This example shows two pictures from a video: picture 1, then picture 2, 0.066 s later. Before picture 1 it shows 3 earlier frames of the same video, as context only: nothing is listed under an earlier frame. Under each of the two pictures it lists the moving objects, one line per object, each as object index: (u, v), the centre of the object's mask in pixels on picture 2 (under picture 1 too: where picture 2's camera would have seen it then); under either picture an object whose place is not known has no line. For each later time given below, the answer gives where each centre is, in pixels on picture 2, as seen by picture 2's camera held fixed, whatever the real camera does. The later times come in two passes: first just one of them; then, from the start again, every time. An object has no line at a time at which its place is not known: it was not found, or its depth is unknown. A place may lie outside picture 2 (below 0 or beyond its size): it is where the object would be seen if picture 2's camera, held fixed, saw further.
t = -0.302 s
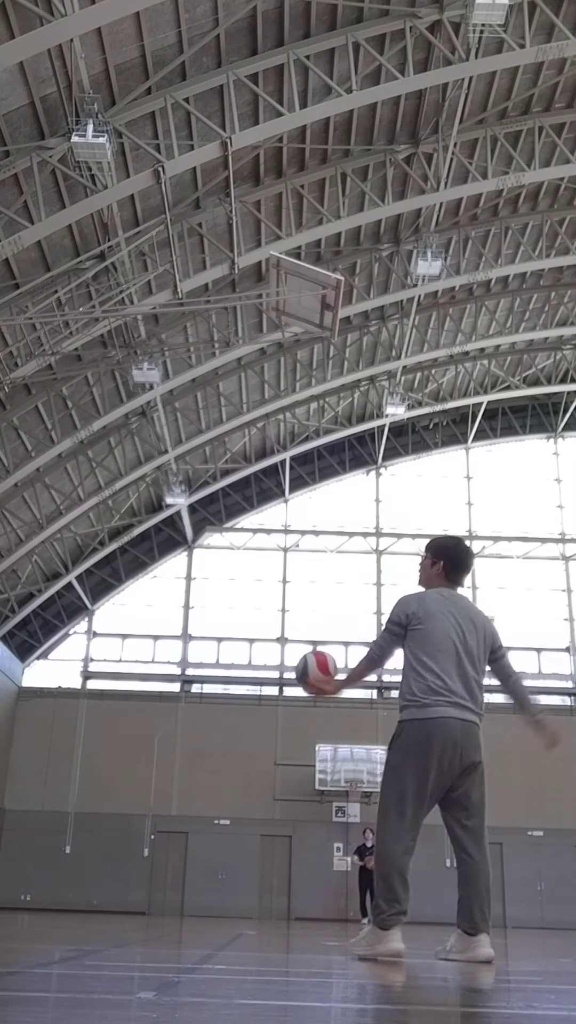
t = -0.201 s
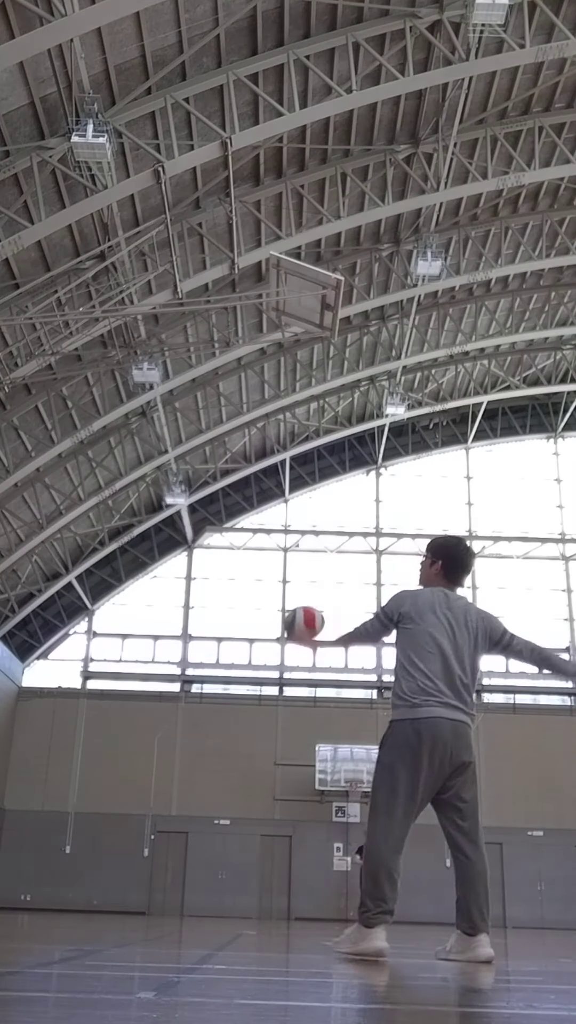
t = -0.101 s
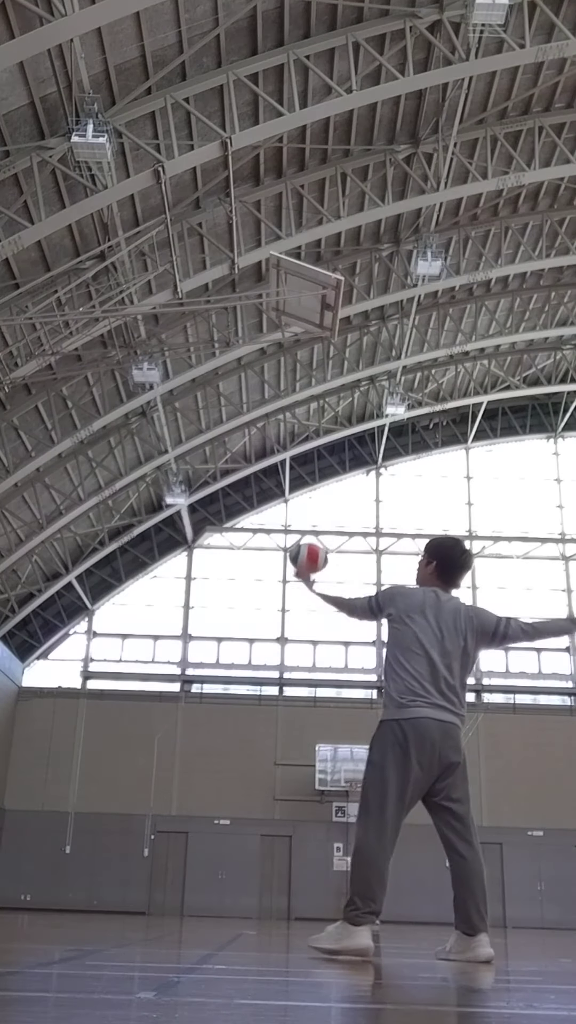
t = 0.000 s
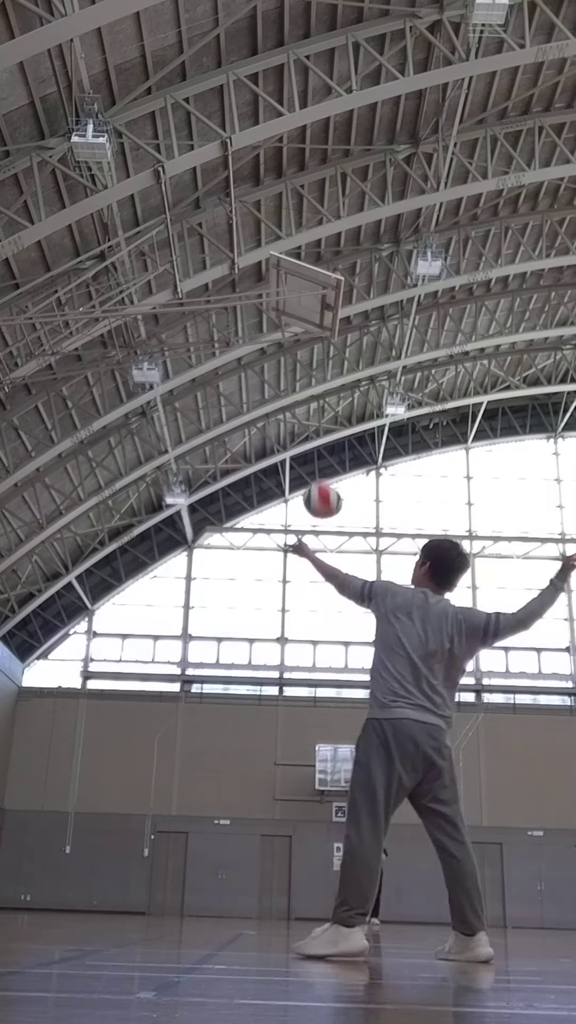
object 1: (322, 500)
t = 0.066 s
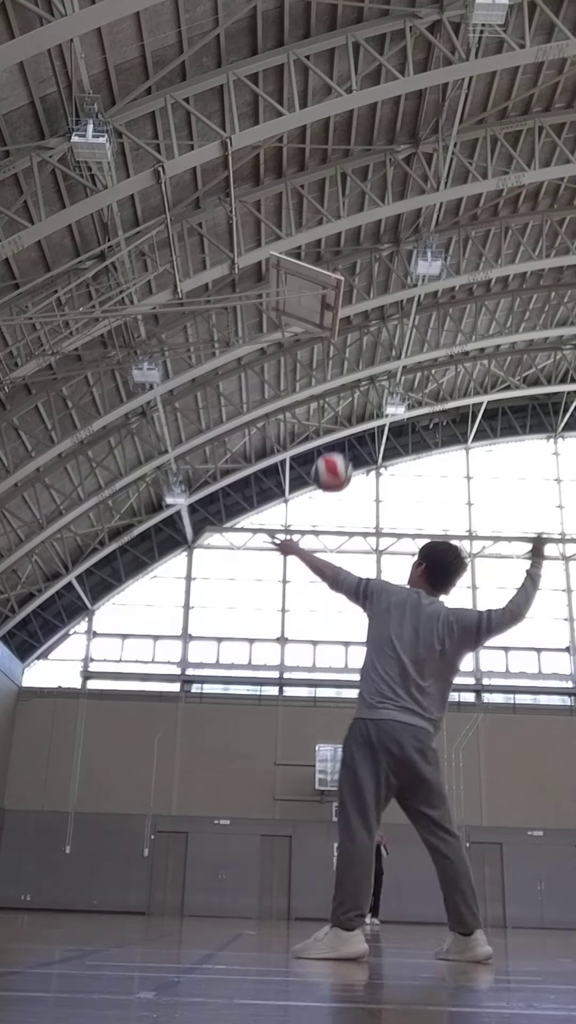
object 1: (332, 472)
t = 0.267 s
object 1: (358, 443)
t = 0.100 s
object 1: (336, 463)
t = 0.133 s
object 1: (340, 456)
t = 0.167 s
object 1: (345, 451)
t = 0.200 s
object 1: (349, 446)
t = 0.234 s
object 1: (353, 444)
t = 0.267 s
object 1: (358, 443)
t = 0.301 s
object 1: (362, 443)
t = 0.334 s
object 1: (367, 446)
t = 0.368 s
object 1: (370, 450)
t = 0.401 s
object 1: (375, 456)
